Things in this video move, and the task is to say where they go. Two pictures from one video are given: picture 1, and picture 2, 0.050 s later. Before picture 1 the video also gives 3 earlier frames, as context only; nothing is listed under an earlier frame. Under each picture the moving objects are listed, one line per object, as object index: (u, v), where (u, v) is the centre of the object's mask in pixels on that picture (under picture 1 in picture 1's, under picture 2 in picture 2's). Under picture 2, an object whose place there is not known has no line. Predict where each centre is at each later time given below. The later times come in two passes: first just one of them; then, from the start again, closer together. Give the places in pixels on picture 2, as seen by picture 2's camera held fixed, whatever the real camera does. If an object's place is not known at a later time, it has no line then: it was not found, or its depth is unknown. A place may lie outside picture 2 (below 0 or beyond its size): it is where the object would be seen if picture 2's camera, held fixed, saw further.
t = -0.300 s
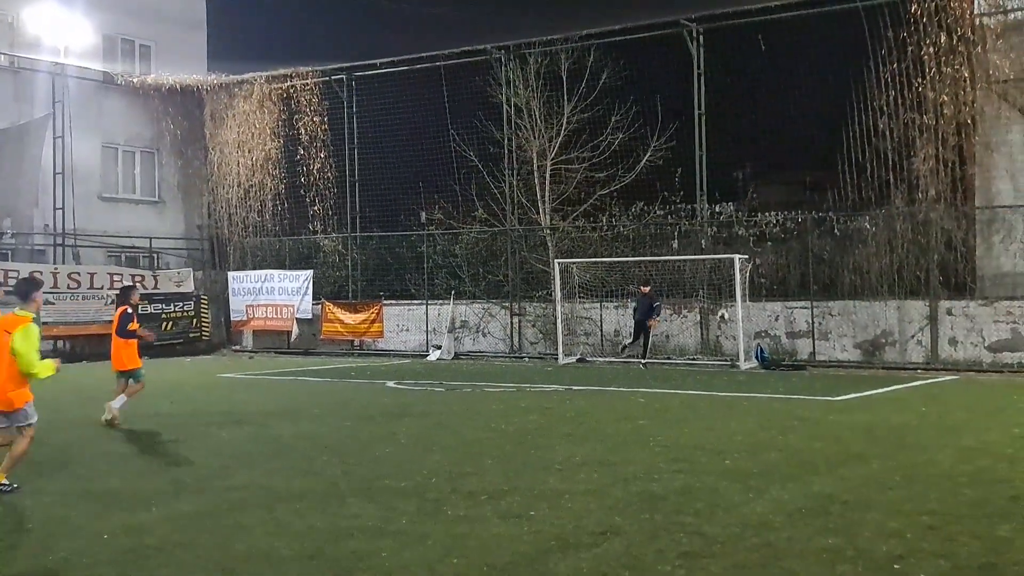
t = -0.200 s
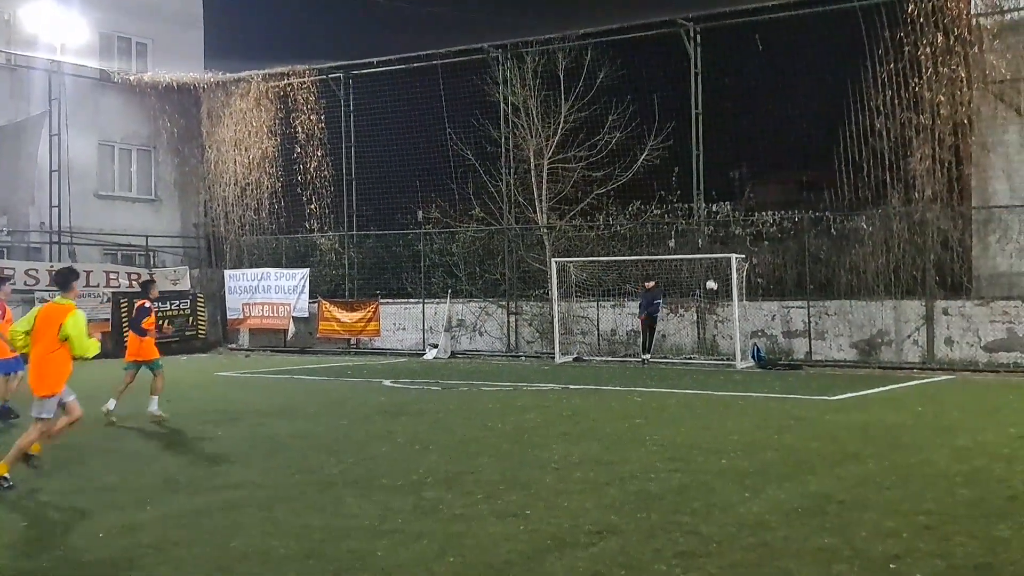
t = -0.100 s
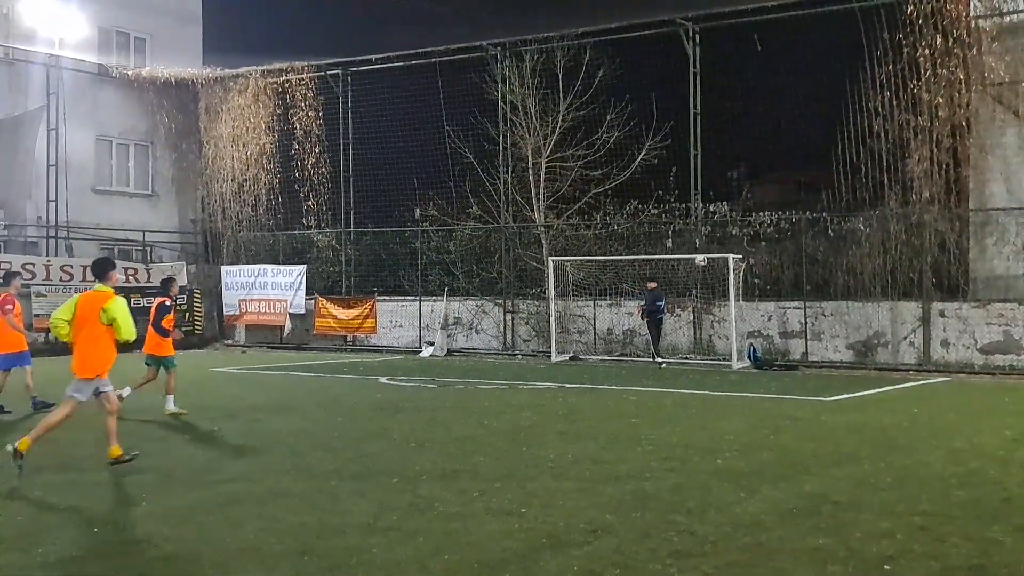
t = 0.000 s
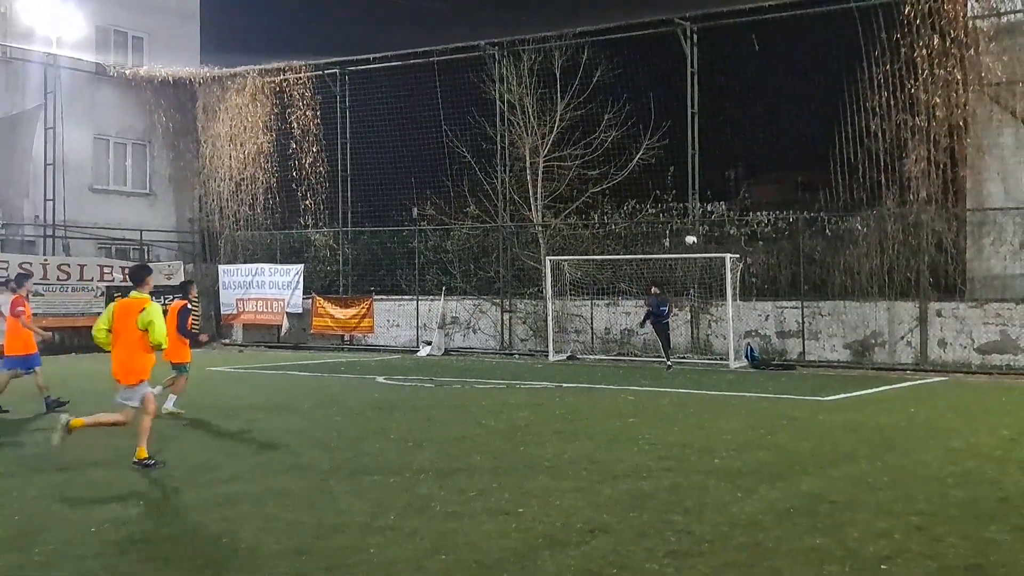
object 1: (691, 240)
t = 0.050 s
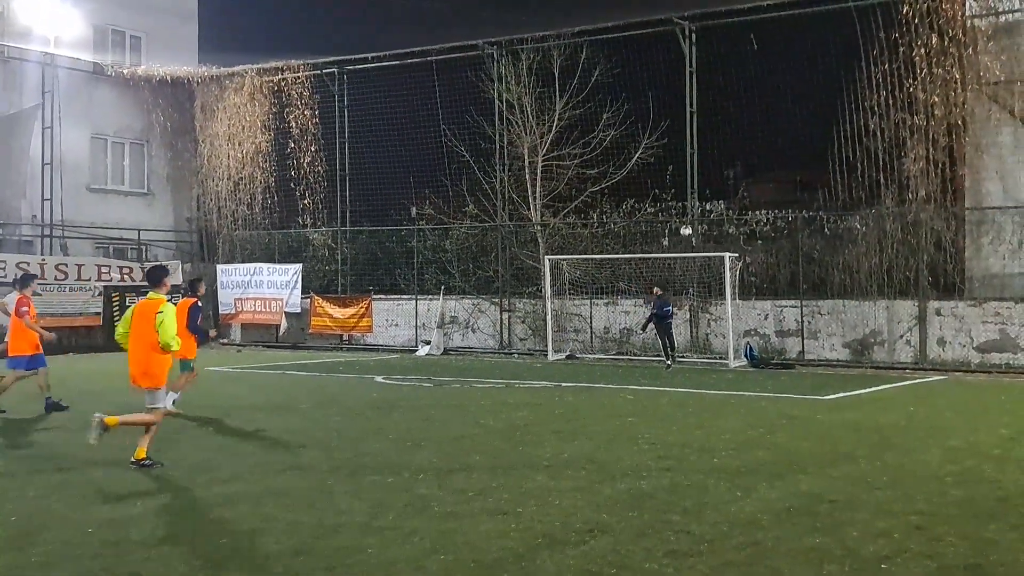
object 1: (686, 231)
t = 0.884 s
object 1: (617, 286)
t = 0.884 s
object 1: (617, 286)
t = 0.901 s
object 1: (616, 290)
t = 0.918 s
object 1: (615, 297)
